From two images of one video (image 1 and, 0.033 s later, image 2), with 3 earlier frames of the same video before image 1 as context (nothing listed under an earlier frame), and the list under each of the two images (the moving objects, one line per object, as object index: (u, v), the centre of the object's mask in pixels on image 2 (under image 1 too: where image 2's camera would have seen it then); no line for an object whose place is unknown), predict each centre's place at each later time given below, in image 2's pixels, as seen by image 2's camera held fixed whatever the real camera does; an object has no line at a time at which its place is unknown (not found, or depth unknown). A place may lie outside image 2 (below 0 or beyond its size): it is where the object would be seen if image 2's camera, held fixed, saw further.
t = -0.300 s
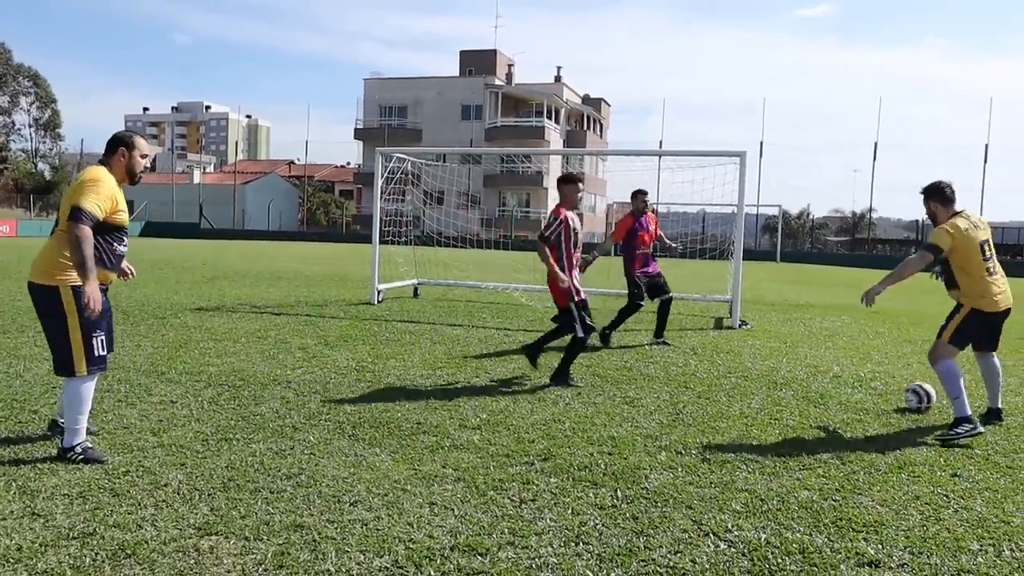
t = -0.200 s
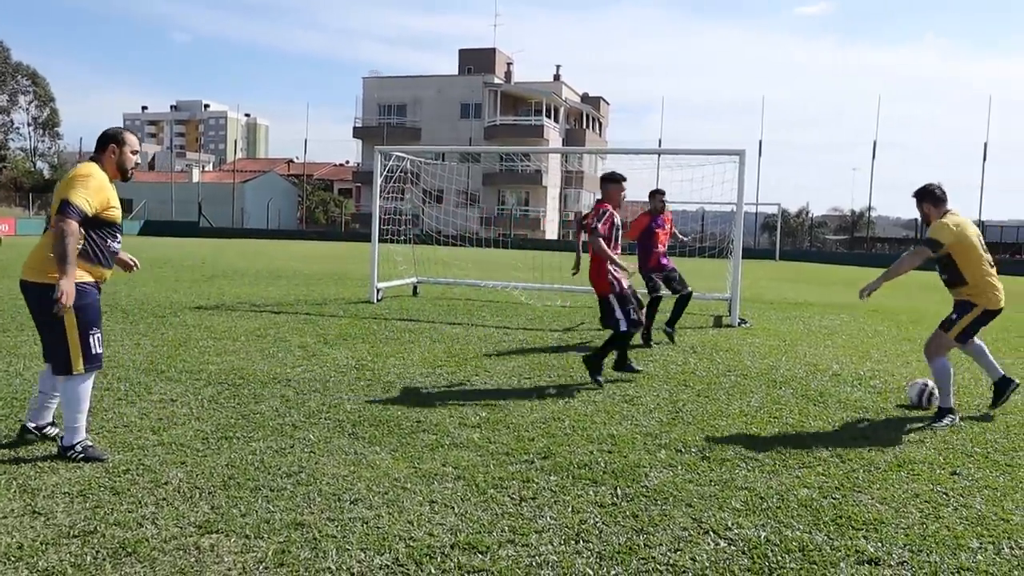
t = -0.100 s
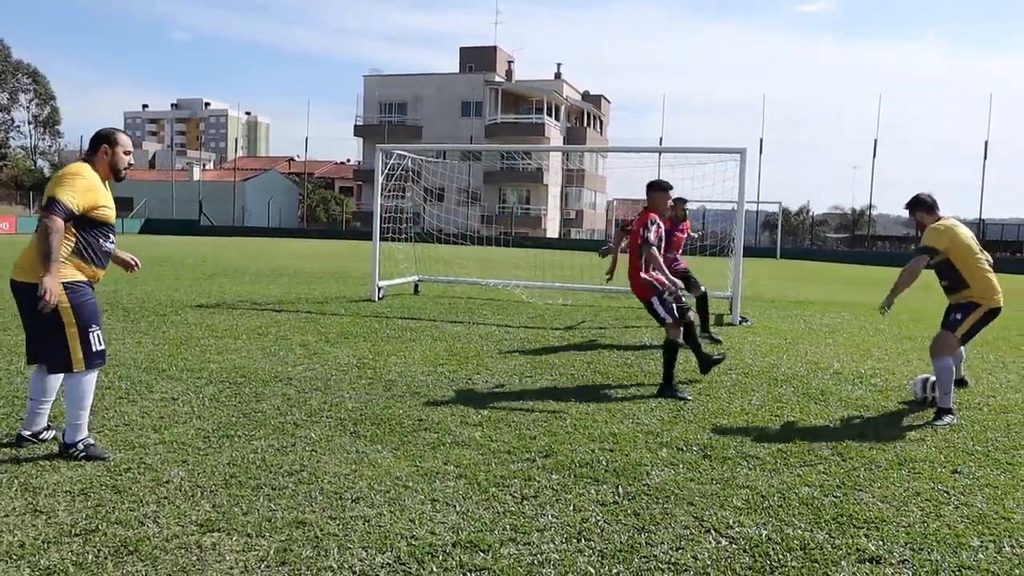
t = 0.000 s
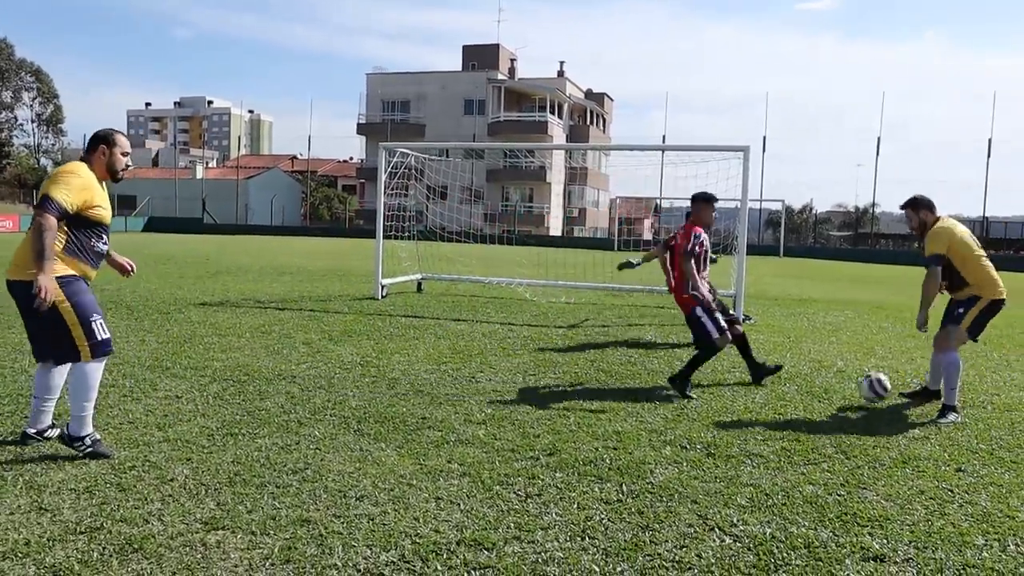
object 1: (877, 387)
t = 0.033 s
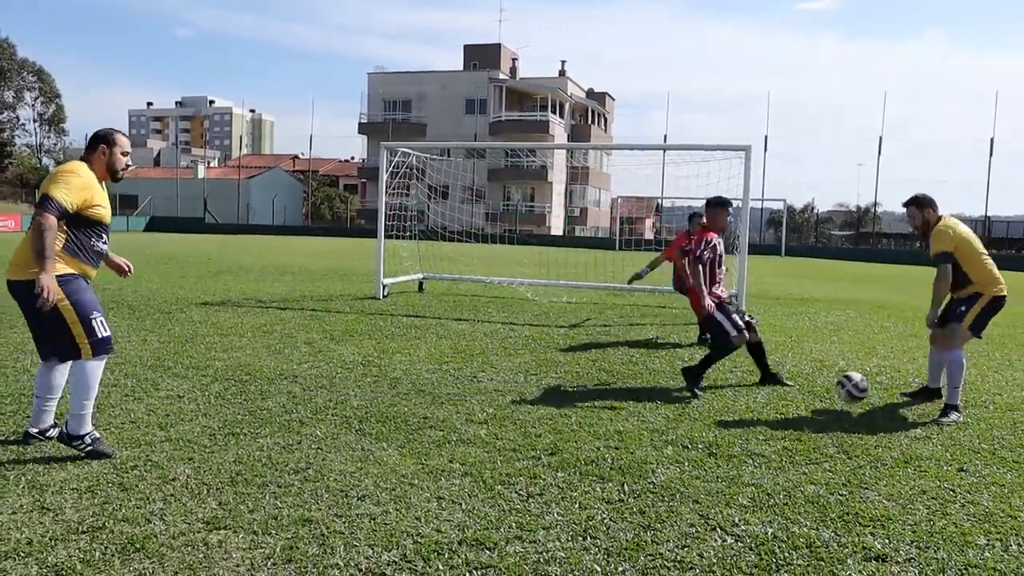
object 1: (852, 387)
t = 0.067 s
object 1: (827, 390)
